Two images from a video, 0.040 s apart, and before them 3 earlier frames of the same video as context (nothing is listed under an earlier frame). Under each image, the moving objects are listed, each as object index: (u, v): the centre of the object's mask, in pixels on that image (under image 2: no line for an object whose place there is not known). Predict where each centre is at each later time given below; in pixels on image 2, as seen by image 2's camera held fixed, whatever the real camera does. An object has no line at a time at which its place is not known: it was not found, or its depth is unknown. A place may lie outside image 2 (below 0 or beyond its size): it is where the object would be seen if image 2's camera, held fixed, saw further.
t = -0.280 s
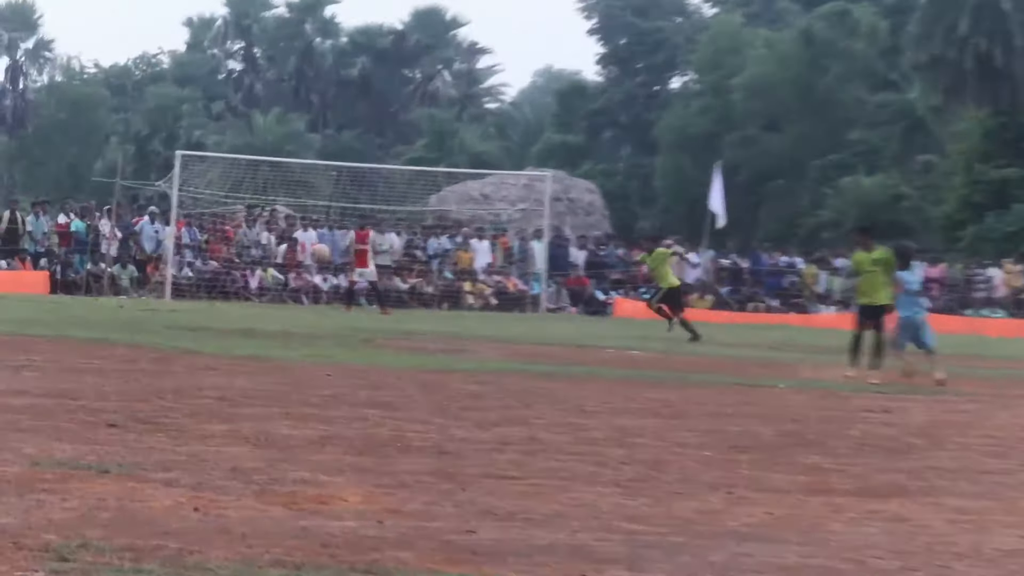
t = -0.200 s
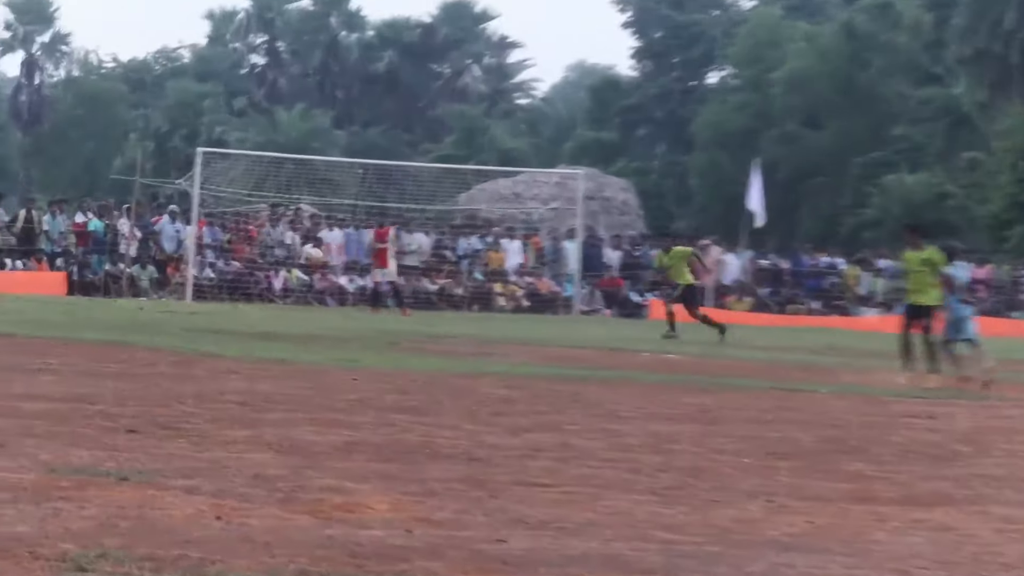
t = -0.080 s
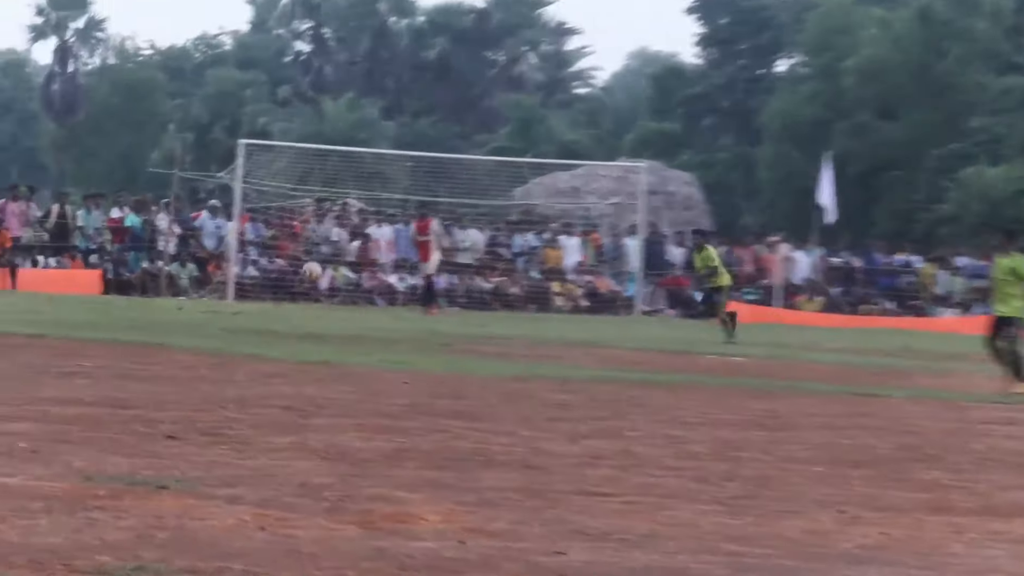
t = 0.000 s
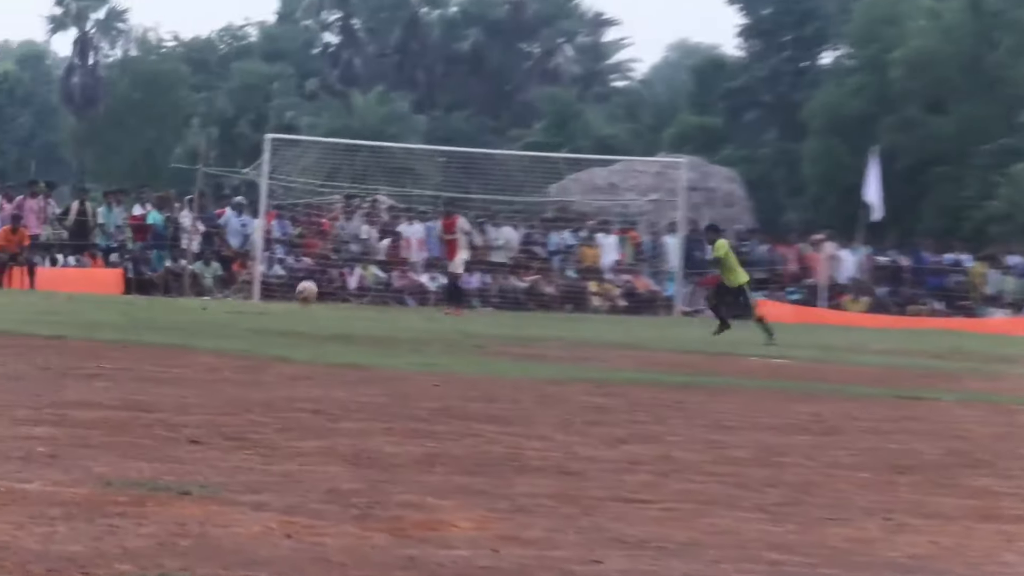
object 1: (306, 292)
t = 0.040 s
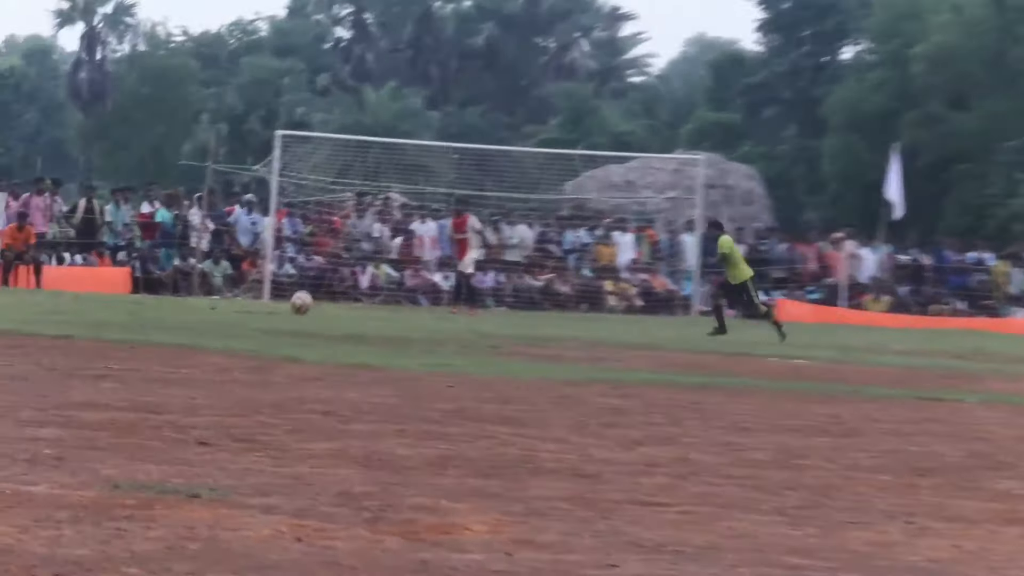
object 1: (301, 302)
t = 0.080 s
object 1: (284, 316)
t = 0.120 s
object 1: (267, 321)
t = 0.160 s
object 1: (248, 307)
